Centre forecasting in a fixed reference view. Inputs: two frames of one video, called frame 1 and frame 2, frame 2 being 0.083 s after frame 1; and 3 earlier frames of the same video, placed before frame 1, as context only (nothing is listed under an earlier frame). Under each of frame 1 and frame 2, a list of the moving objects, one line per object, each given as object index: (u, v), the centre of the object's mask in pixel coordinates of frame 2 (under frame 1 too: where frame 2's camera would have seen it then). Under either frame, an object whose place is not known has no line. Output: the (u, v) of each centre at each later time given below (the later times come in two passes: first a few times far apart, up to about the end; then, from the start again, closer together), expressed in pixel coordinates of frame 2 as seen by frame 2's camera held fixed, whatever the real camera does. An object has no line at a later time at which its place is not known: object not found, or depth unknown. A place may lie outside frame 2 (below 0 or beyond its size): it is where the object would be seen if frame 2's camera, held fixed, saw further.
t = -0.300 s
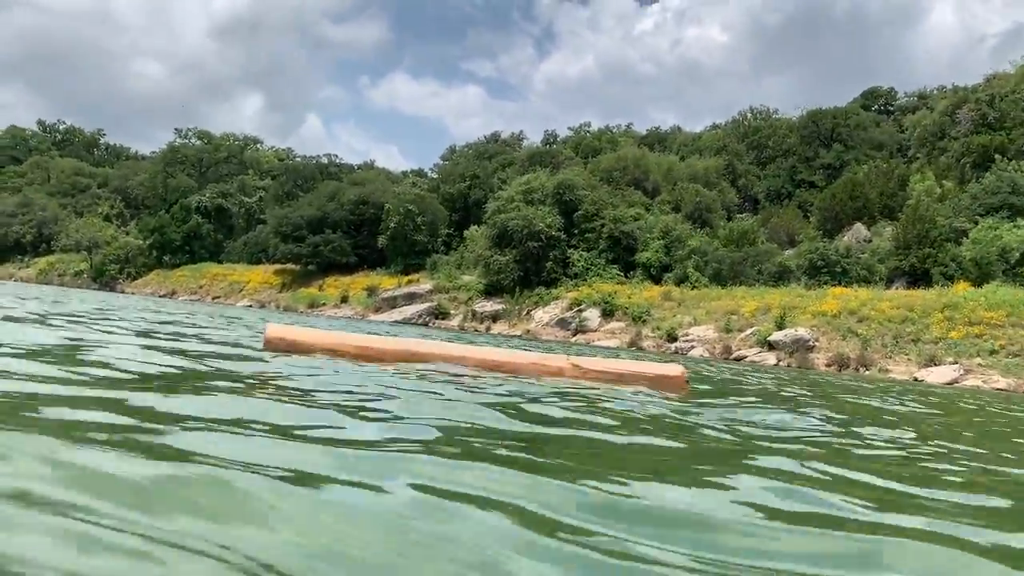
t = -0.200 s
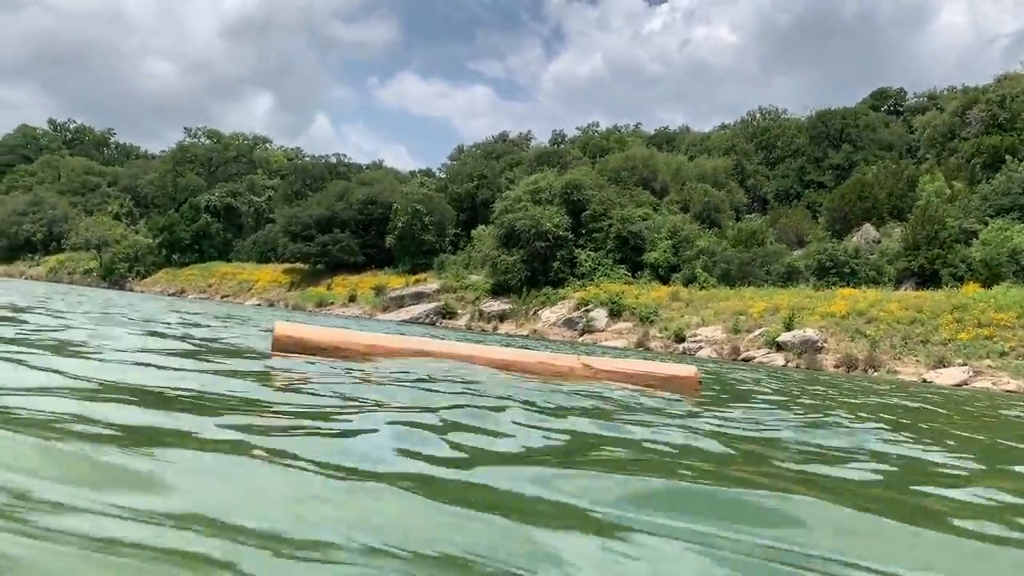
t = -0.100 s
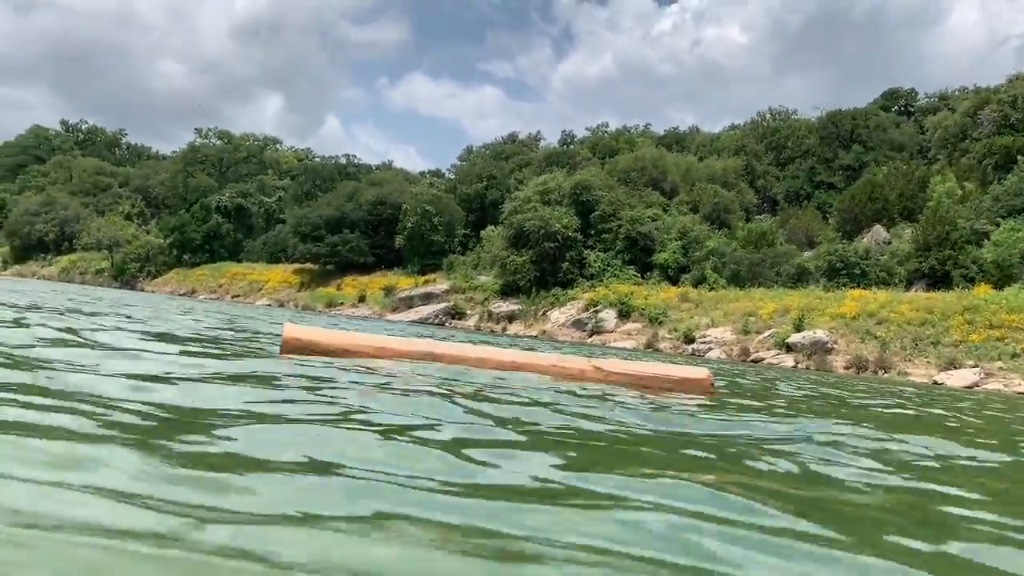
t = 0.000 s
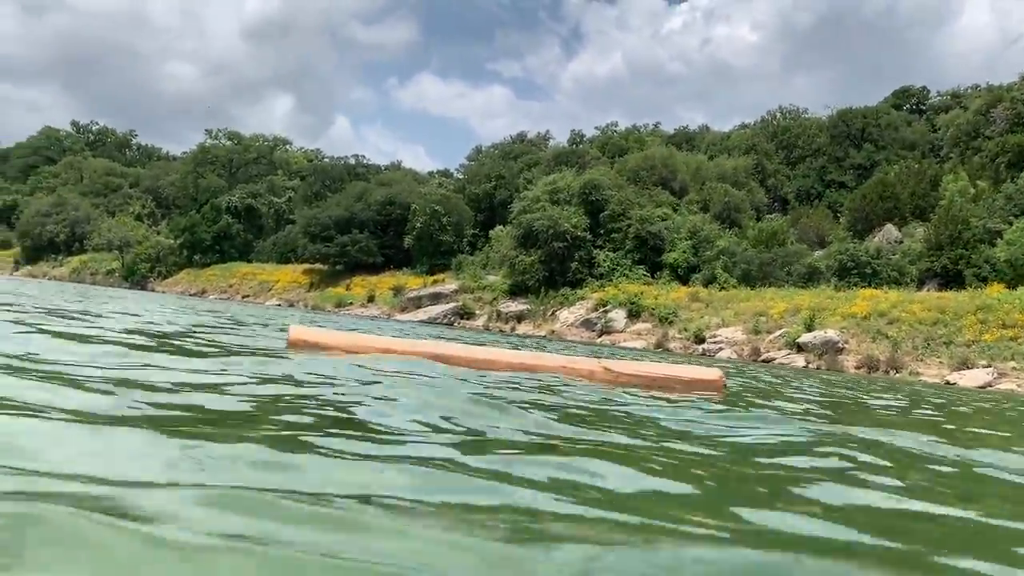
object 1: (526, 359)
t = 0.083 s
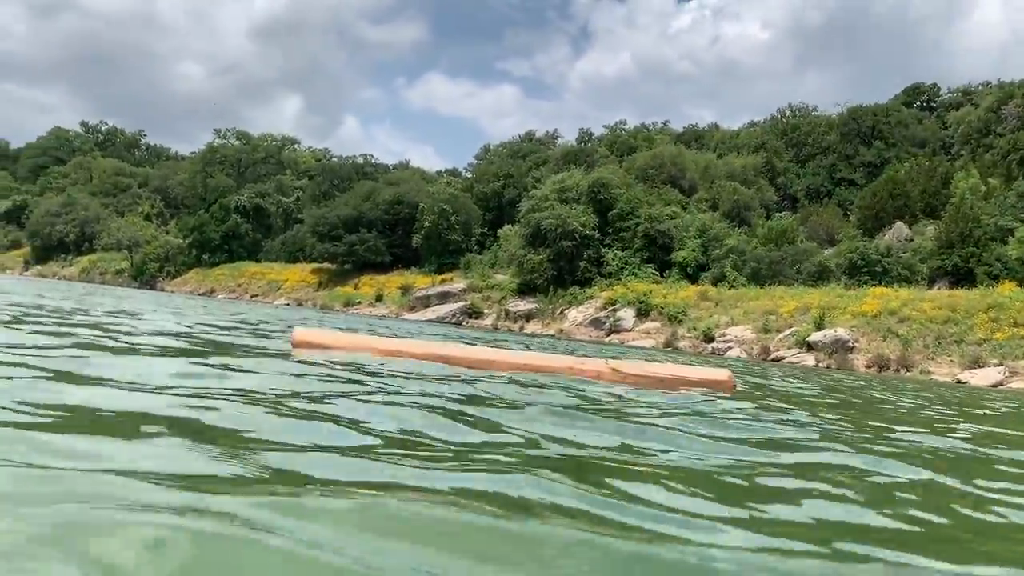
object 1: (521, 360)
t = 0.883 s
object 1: (481, 352)
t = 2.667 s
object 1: (449, 354)
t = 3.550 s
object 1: (506, 365)
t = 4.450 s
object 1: (467, 349)
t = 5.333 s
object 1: (487, 366)
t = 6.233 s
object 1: (496, 367)
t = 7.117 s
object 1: (481, 382)
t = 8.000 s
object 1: (477, 368)
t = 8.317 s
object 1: (406, 360)
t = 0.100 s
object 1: (520, 361)
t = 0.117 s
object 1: (517, 361)
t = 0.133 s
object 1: (515, 361)
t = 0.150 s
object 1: (513, 361)
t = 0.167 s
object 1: (512, 361)
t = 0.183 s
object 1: (510, 361)
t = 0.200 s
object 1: (508, 360)
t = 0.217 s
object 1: (508, 361)
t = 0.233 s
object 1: (505, 360)
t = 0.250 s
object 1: (504, 360)
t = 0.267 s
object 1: (504, 360)
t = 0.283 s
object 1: (501, 360)
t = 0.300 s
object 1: (500, 360)
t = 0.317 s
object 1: (498, 360)
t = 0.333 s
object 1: (496, 360)
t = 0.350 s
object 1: (496, 360)
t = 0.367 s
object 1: (494, 360)
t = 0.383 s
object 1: (494, 360)
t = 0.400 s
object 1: (493, 359)
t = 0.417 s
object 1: (493, 360)
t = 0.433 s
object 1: (494, 360)
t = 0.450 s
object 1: (495, 359)
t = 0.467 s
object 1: (495, 359)
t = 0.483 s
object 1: (494, 358)
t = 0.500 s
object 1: (494, 358)
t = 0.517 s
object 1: (495, 357)
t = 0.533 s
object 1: (496, 357)
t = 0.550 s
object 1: (498, 357)
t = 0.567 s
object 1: (500, 356)
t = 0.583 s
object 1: (501, 356)
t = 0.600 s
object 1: (501, 356)
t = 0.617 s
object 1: (501, 356)
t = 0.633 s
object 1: (502, 355)
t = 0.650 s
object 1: (500, 355)
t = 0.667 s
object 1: (500, 355)
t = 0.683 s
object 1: (501, 354)
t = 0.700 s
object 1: (499, 354)
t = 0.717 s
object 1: (499, 354)
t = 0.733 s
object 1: (498, 354)
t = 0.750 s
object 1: (496, 353)
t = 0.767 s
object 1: (494, 353)
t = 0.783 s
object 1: (492, 353)
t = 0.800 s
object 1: (492, 352)
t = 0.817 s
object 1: (489, 352)
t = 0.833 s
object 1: (486, 352)
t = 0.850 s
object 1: (484, 352)
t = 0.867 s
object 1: (481, 352)
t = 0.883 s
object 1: (481, 352)
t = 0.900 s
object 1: (479, 352)
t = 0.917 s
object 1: (480, 352)
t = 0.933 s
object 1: (478, 353)
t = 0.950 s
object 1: (478, 353)
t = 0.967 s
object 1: (480, 353)
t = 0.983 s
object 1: (480, 354)
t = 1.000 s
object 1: (480, 354)
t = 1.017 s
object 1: (482, 355)
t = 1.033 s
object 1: (484, 355)
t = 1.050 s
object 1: (486, 356)
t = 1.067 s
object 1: (488, 356)
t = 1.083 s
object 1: (489, 357)
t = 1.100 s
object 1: (489, 357)
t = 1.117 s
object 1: (490, 357)
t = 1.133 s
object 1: (493, 358)
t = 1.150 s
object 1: (496, 358)
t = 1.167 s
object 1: (498, 359)
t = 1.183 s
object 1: (498, 360)
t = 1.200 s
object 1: (500, 360)
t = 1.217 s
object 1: (502, 361)
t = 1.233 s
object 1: (501, 361)
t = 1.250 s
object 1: (502, 361)
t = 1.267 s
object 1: (503, 361)
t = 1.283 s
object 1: (505, 362)
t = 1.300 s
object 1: (505, 362)
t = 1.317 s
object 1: (505, 362)
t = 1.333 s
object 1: (504, 362)
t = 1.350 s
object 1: (503, 362)
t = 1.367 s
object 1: (500, 361)
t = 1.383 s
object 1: (497, 361)
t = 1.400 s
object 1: (494, 360)
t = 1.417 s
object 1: (493, 359)
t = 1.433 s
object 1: (490, 358)
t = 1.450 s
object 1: (488, 357)
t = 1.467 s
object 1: (489, 356)
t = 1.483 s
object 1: (489, 356)
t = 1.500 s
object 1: (489, 355)
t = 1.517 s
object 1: (489, 355)
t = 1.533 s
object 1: (487, 354)
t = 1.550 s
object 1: (488, 354)
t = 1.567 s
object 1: (488, 354)
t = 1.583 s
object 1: (487, 353)
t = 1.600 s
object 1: (489, 353)
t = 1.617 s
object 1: (490, 353)
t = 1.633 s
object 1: (492, 352)
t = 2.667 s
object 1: (449, 354)
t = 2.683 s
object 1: (448, 354)
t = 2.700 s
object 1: (448, 354)
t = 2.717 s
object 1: (449, 355)
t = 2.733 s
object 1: (450, 355)
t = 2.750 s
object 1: (452, 355)
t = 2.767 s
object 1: (455, 355)
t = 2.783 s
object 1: (460, 355)
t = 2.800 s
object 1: (464, 355)
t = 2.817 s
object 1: (466, 355)
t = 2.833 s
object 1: (473, 355)
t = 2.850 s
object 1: (478, 356)
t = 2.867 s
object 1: (482, 356)
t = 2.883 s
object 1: (486, 357)
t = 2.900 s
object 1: (490, 357)
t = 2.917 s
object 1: (492, 358)
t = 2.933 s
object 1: (493, 358)
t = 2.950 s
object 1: (496, 359)
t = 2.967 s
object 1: (496, 359)
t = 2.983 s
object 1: (497, 359)
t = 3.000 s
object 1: (498, 360)
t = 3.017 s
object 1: (497, 361)
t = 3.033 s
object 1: (496, 362)
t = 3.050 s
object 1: (497, 362)
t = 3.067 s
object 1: (495, 362)
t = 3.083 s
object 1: (494, 363)
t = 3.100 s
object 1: (494, 364)
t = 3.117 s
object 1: (490, 364)
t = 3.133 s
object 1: (486, 364)
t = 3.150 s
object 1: (480, 364)
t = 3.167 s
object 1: (475, 365)
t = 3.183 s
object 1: (471, 365)
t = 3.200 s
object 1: (468, 365)
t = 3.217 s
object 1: (468, 365)
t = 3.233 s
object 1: (466, 365)
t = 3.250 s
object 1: (464, 365)
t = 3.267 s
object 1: (462, 365)
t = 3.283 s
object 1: (463, 365)
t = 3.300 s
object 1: (463, 365)
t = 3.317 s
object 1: (464, 365)
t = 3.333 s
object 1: (466, 365)
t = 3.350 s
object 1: (469, 366)
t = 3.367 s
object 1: (476, 365)
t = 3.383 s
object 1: (481, 365)
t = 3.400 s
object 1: (485, 365)
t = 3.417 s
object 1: (488, 365)
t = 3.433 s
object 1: (491, 365)
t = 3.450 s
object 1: (494, 365)
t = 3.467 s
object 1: (492, 365)
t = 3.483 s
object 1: (497, 366)
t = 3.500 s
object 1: (499, 365)
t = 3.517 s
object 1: (501, 365)
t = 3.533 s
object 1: (503, 365)
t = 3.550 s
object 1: (506, 365)
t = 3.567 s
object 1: (507, 365)
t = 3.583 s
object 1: (509, 364)
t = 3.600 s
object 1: (511, 363)
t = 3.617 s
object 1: (512, 363)
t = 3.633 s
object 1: (510, 362)
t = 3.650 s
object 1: (512, 363)
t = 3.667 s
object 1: (510, 362)
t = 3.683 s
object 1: (508, 361)
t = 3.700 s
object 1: (506, 360)
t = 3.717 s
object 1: (503, 360)
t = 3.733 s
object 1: (500, 360)
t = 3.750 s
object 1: (496, 360)
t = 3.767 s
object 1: (492, 360)
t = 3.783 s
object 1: (489, 359)
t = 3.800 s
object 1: (483, 359)
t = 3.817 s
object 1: (479, 359)
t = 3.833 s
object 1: (474, 359)
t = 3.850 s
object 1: (467, 359)
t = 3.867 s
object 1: (462, 359)
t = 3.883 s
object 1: (459, 359)
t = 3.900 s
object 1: (457, 359)
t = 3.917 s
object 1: (456, 359)
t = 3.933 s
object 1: (459, 360)
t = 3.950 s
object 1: (460, 360)
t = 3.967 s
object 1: (462, 360)
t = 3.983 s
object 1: (465, 361)
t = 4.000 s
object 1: (465, 361)
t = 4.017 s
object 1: (463, 361)
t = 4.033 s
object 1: (460, 361)
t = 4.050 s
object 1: (458, 361)
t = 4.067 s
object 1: (458, 361)
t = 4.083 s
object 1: (460, 361)
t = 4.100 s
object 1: (459, 361)
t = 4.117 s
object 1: (458, 360)
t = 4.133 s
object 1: (463, 360)
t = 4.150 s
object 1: (465, 360)
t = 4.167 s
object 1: (472, 359)
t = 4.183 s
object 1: (469, 359)
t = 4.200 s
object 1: (475, 358)
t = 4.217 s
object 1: (478, 358)
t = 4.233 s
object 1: (480, 357)
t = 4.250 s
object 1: (482, 357)
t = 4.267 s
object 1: (483, 357)
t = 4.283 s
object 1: (482, 357)
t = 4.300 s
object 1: (482, 357)
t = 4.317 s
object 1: (483, 356)
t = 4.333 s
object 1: (487, 356)
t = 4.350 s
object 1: (487, 355)
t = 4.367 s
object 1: (486, 355)
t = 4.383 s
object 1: (484, 354)
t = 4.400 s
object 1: (482, 352)
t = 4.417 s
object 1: (477, 351)
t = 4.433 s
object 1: (472, 350)
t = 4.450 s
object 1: (467, 349)
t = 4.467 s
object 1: (459, 347)
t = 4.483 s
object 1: (454, 347)
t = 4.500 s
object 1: (451, 346)
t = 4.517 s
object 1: (449, 345)
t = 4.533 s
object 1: (447, 346)
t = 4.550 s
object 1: (448, 346)
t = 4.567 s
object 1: (448, 347)
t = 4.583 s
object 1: (451, 348)
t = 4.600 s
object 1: (452, 350)
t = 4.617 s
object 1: (455, 351)
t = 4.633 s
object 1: (459, 352)
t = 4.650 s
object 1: (462, 353)
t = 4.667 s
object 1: (467, 354)
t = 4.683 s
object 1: (472, 355)
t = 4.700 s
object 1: (476, 357)
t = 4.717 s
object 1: (478, 357)
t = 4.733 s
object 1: (481, 358)
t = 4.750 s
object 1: (483, 359)
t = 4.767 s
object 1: (485, 360)
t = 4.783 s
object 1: (487, 360)
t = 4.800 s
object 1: (489, 360)
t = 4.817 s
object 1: (489, 360)
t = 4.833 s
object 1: (490, 360)
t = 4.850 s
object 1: (492, 360)
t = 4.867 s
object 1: (493, 360)
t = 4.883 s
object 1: (493, 360)
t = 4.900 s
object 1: (495, 361)
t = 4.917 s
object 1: (499, 361)
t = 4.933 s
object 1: (501, 362)
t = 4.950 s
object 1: (499, 362)
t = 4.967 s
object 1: (500, 361)
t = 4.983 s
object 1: (499, 360)
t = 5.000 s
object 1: (493, 357)
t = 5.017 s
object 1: (486, 355)
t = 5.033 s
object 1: (480, 353)
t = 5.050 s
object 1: (473, 352)
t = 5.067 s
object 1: (470, 351)
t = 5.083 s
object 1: (466, 350)
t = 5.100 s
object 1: (456, 350)
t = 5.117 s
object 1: (452, 350)
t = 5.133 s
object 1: (452, 350)
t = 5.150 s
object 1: (453, 351)
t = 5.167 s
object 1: (455, 352)
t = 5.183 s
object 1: (458, 352)
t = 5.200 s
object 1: (464, 353)
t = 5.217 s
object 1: (467, 355)
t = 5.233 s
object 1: (470, 356)
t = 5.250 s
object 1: (472, 358)
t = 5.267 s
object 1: (474, 360)
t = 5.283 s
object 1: (476, 362)
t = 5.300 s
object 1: (479, 363)
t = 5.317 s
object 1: (484, 364)
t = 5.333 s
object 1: (487, 366)
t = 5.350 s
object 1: (494, 367)
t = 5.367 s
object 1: (501, 368)
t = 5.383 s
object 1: (505, 369)
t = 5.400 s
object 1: (510, 370)
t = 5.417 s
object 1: (513, 371)
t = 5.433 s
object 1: (521, 372)
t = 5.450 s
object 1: (521, 373)
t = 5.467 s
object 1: (522, 373)
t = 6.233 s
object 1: (496, 367)
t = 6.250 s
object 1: (496, 367)
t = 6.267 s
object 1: (496, 367)
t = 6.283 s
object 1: (496, 367)
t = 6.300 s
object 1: (497, 367)
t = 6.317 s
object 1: (495, 367)
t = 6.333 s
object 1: (492, 368)
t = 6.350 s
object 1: (489, 368)
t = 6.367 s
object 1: (484, 368)
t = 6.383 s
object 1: (479, 369)
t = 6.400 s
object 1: (476, 370)
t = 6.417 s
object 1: (473, 370)
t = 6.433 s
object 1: (471, 372)
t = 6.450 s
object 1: (466, 373)
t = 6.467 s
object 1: (462, 374)
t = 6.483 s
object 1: (460, 374)
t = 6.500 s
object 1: (460, 375)
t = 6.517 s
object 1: (459, 377)
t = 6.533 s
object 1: (461, 378)
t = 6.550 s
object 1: (462, 379)
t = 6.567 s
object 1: (461, 379)
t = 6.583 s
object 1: (461, 379)
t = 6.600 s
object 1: (464, 381)
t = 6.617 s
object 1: (462, 381)
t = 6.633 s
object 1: (464, 382)
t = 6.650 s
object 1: (466, 384)
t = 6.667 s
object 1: (469, 385)
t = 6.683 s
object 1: (475, 386)
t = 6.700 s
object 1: (477, 386)
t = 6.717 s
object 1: (476, 387)
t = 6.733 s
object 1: (477, 387)
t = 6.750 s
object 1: (481, 389)
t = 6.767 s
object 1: (484, 390)
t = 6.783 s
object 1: (488, 391)
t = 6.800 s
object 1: (490, 392)
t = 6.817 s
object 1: (489, 391)
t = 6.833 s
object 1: (489, 391)
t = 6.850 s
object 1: (487, 390)
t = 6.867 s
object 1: (487, 389)
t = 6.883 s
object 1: (486, 387)
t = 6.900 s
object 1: (483, 387)
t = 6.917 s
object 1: (472, 387)
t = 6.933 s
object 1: (471, 387)
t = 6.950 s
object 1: (470, 386)
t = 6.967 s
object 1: (472, 385)
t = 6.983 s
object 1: (475, 384)
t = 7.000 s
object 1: (478, 383)
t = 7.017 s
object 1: (482, 383)
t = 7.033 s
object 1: (481, 382)
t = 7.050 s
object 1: (483, 381)
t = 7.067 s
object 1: (481, 381)
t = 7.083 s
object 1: (483, 382)
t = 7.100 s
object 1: (482, 381)
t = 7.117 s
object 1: (481, 382)
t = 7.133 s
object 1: (481, 381)
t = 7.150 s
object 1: (481, 380)
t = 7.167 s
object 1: (480, 380)
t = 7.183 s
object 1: (489, 381)
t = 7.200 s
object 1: (493, 381)
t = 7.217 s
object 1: (492, 380)
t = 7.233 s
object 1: (490, 380)
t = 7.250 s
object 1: (492, 379)
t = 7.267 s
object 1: (476, 379)
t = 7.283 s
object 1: (473, 378)
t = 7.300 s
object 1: (471, 377)
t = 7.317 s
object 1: (467, 377)
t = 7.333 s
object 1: (467, 376)
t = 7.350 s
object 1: (464, 377)
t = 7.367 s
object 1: (463, 378)
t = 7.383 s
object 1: (463, 379)
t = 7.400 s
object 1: (464, 380)
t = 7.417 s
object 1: (462, 380)
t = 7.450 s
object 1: (459, 381)
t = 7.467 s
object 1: (457, 381)
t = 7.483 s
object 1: (451, 381)
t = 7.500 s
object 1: (445, 381)
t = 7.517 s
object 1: (456, 382)
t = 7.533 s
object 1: (439, 381)
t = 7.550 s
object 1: (459, 382)
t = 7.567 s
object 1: (464, 382)
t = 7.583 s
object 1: (440, 382)
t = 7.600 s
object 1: (439, 383)
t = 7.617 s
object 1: (439, 383)
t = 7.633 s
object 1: (445, 383)
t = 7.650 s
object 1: (449, 384)
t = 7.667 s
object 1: (453, 384)
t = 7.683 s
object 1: (456, 384)
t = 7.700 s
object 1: (459, 384)
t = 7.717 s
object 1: (464, 384)
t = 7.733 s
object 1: (469, 384)
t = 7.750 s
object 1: (470, 383)
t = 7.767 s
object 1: (475, 383)
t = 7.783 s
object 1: (480, 382)
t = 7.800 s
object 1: (487, 382)
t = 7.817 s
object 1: (495, 381)
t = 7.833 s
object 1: (498, 381)
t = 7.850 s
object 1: (497, 379)
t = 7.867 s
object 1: (501, 379)
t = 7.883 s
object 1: (496, 377)
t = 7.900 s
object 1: (493, 376)
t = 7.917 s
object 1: (490, 376)
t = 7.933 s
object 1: (490, 375)
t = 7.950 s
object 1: (487, 372)
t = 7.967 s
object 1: (483, 370)
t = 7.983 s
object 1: (480, 368)
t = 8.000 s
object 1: (477, 368)
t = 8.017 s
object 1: (472, 368)
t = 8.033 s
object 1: (468, 367)
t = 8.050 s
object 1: (461, 366)
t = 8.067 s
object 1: (455, 365)
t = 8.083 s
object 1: (451, 364)
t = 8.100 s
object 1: (449, 363)
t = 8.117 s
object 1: (445, 361)
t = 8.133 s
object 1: (439, 361)
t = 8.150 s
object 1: (434, 360)
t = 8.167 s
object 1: (436, 361)
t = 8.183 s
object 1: (429, 361)
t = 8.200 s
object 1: (432, 359)
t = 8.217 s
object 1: (424, 359)
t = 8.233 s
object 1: (424, 358)
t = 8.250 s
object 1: (418, 359)
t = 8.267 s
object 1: (420, 359)
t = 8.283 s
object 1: (403, 360)
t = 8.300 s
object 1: (404, 360)
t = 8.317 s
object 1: (406, 360)
